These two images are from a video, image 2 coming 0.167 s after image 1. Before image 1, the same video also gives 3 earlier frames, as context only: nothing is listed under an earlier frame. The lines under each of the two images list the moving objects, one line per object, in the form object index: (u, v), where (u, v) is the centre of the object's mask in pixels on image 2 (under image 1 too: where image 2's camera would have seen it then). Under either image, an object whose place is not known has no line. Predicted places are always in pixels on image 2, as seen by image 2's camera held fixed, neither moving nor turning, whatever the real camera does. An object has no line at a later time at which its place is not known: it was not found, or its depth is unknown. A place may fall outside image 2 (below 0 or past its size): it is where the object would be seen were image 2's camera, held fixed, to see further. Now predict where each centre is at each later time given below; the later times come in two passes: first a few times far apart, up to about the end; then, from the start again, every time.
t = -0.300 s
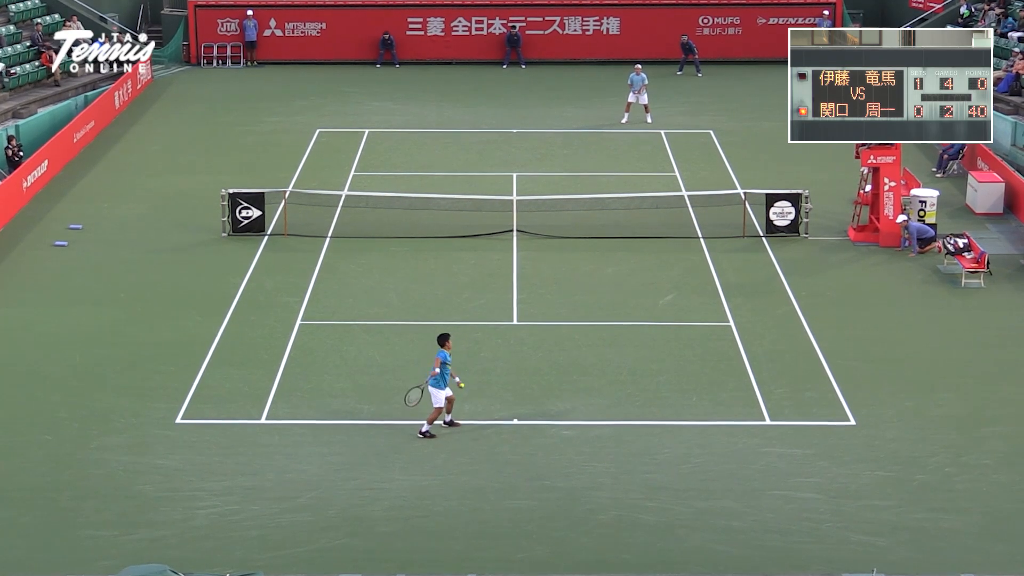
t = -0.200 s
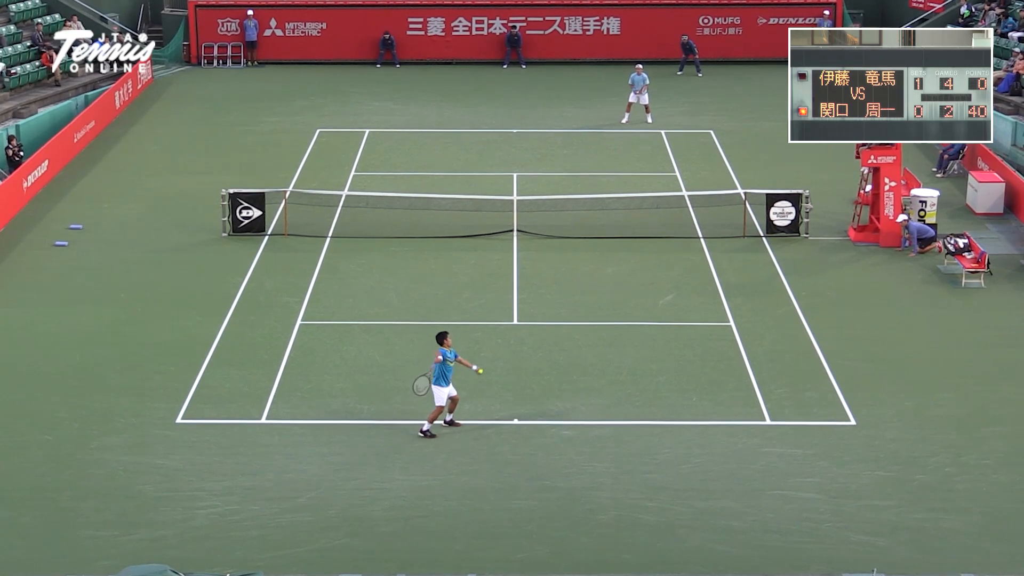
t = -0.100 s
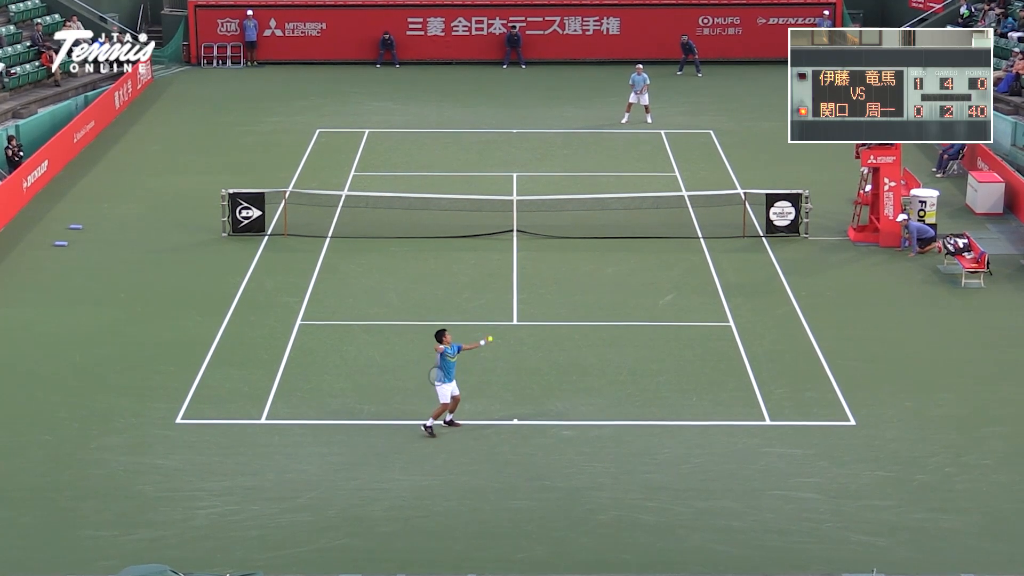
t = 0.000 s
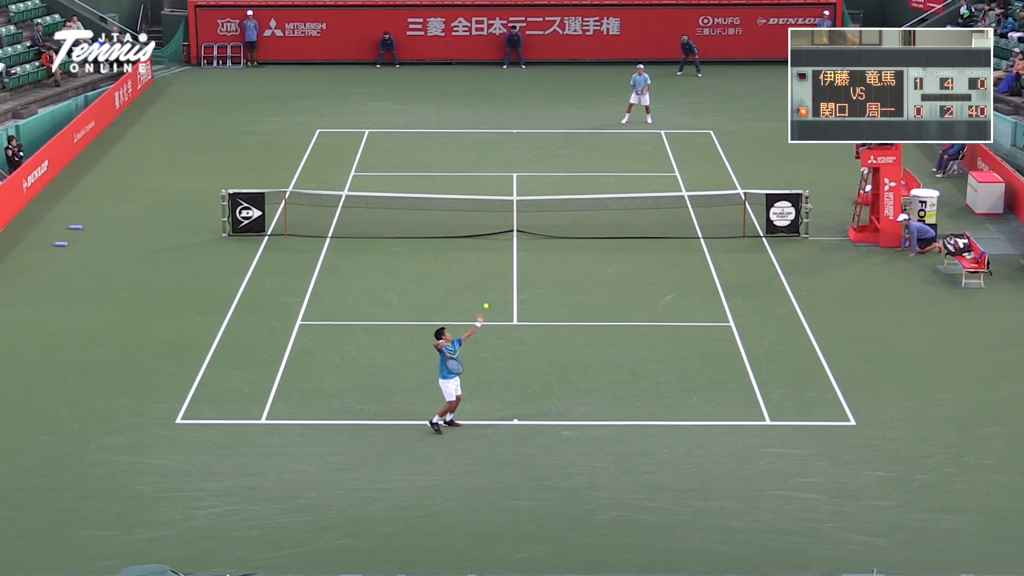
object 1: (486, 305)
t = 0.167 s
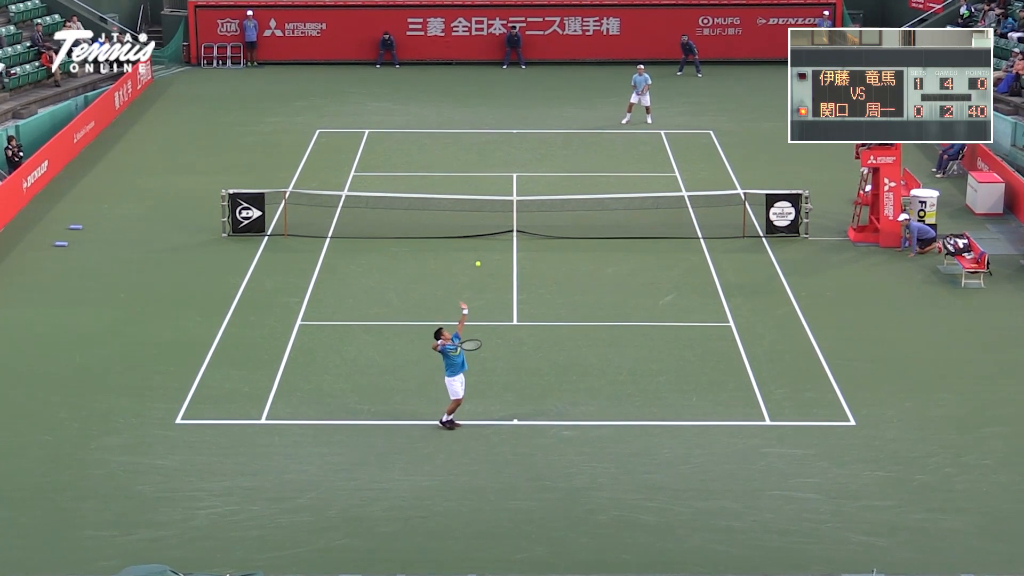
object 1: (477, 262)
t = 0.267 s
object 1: (473, 246)
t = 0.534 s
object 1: (462, 229)
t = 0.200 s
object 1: (476, 257)
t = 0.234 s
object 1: (475, 251)
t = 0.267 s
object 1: (473, 246)
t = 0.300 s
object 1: (472, 242)
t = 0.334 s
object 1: (470, 238)
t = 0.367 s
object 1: (469, 235)
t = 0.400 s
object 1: (467, 232)
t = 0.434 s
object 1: (466, 231)
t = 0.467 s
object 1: (465, 230)
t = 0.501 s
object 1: (463, 229)
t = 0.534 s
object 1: (462, 229)
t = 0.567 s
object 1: (460, 230)
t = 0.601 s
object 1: (459, 232)
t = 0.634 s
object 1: (457, 234)
